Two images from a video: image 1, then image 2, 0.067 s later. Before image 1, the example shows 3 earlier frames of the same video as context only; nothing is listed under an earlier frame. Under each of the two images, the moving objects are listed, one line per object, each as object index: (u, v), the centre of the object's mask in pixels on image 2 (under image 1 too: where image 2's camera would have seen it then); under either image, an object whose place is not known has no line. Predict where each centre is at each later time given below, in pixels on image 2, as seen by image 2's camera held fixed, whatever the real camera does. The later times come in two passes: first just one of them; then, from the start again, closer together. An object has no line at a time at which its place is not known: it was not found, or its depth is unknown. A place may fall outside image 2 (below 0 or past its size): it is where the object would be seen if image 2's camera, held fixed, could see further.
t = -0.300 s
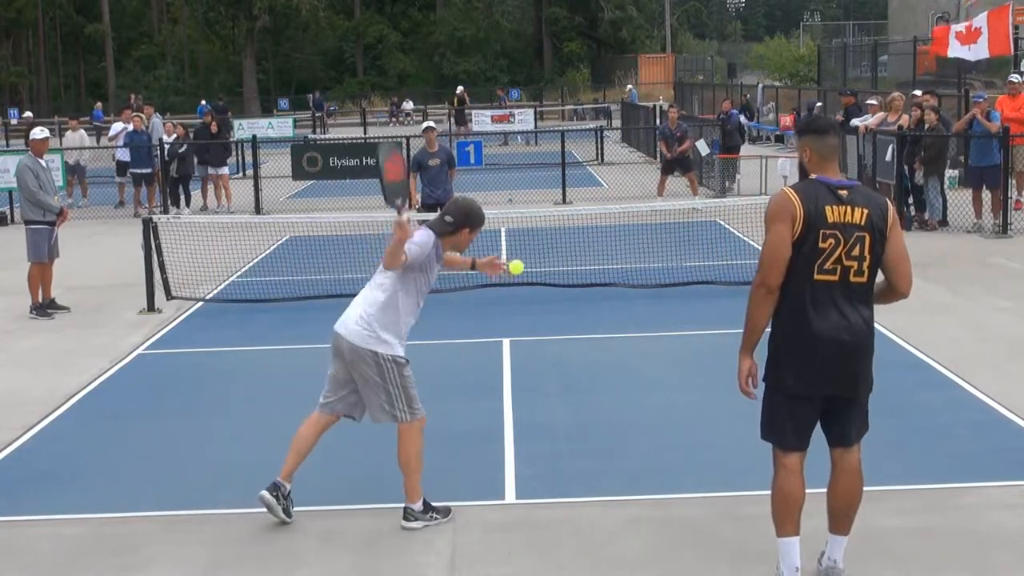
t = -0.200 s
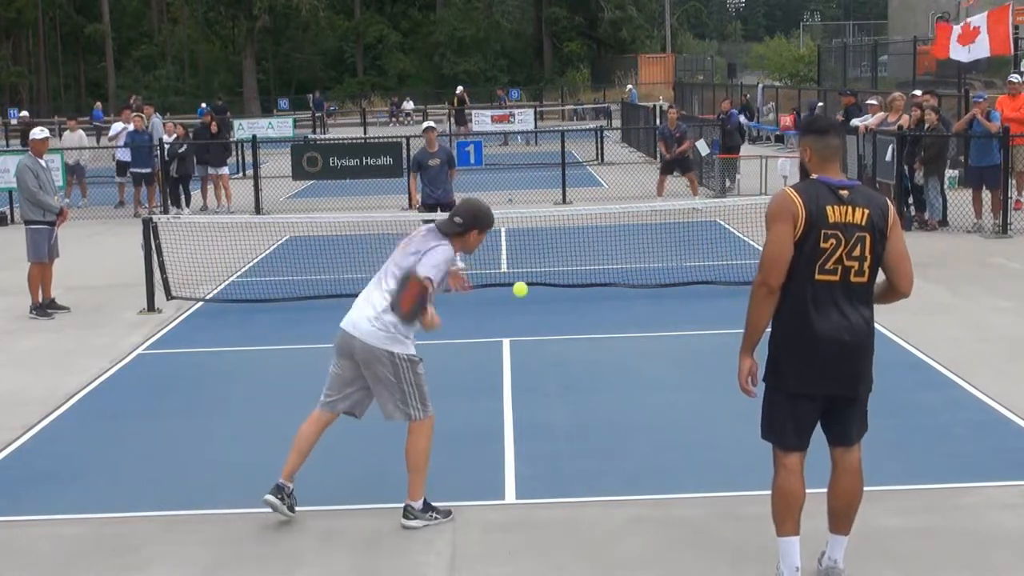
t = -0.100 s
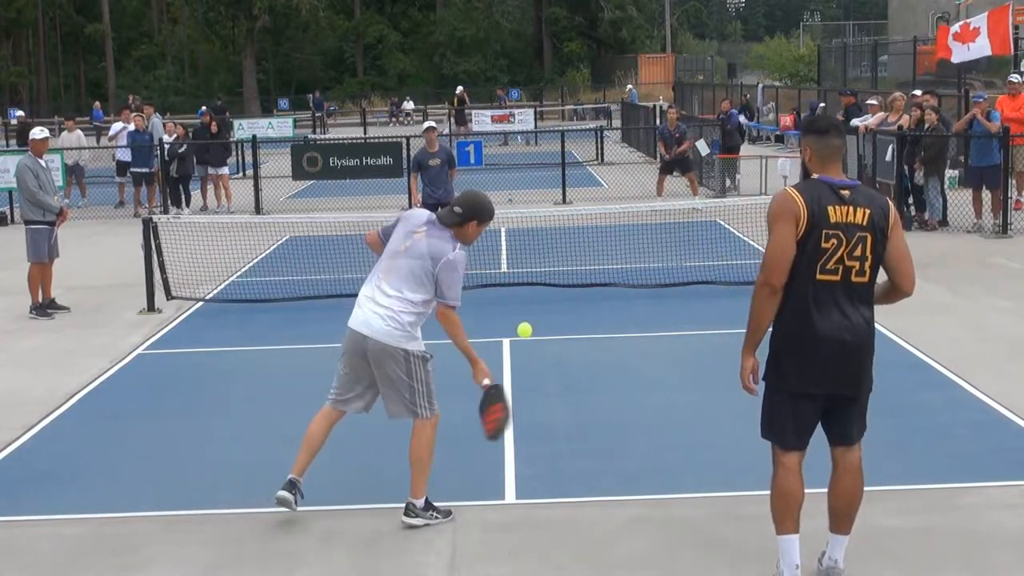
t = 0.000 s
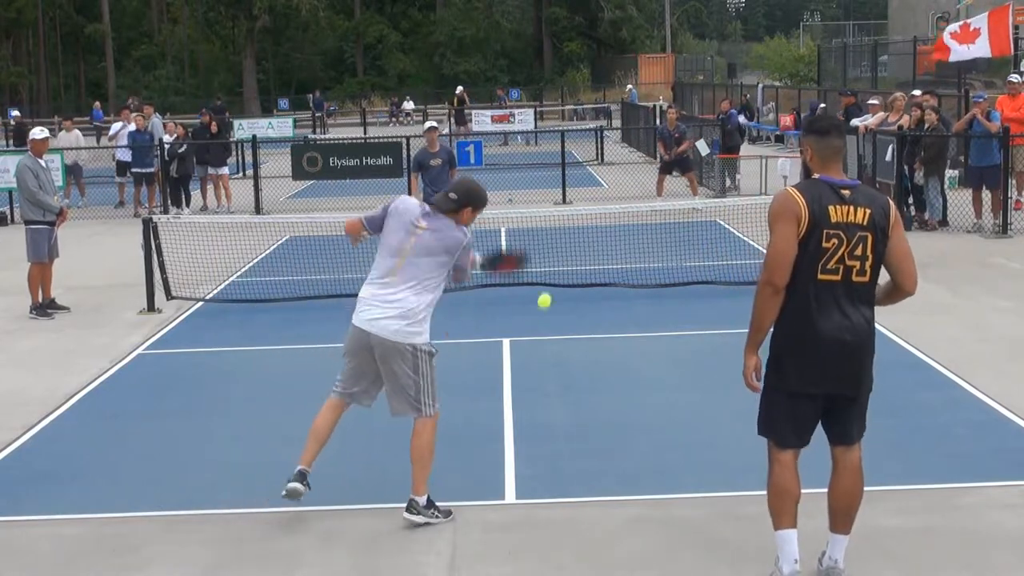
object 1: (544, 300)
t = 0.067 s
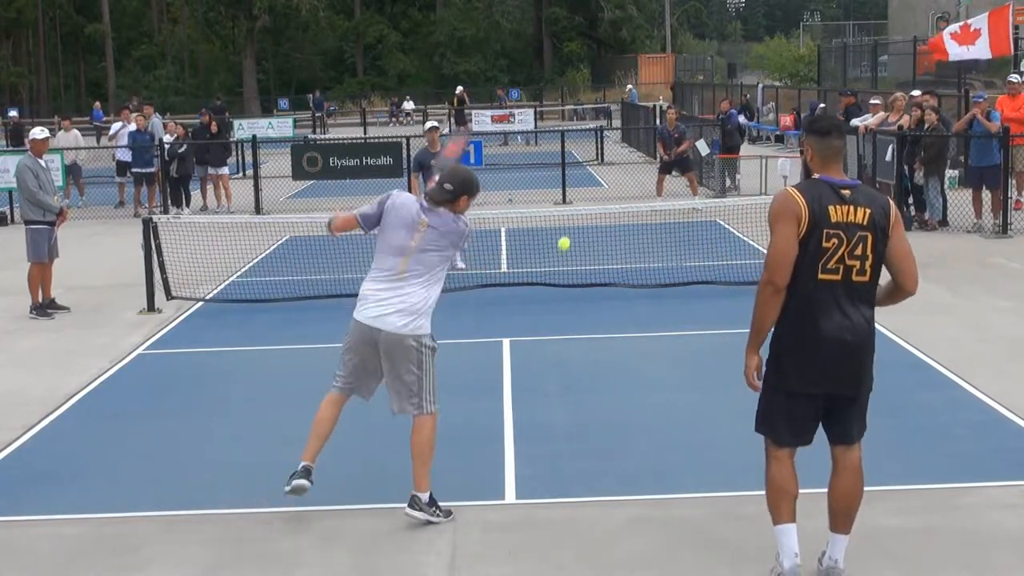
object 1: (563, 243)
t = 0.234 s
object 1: (597, 181)
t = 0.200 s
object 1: (592, 187)
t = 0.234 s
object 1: (597, 181)
